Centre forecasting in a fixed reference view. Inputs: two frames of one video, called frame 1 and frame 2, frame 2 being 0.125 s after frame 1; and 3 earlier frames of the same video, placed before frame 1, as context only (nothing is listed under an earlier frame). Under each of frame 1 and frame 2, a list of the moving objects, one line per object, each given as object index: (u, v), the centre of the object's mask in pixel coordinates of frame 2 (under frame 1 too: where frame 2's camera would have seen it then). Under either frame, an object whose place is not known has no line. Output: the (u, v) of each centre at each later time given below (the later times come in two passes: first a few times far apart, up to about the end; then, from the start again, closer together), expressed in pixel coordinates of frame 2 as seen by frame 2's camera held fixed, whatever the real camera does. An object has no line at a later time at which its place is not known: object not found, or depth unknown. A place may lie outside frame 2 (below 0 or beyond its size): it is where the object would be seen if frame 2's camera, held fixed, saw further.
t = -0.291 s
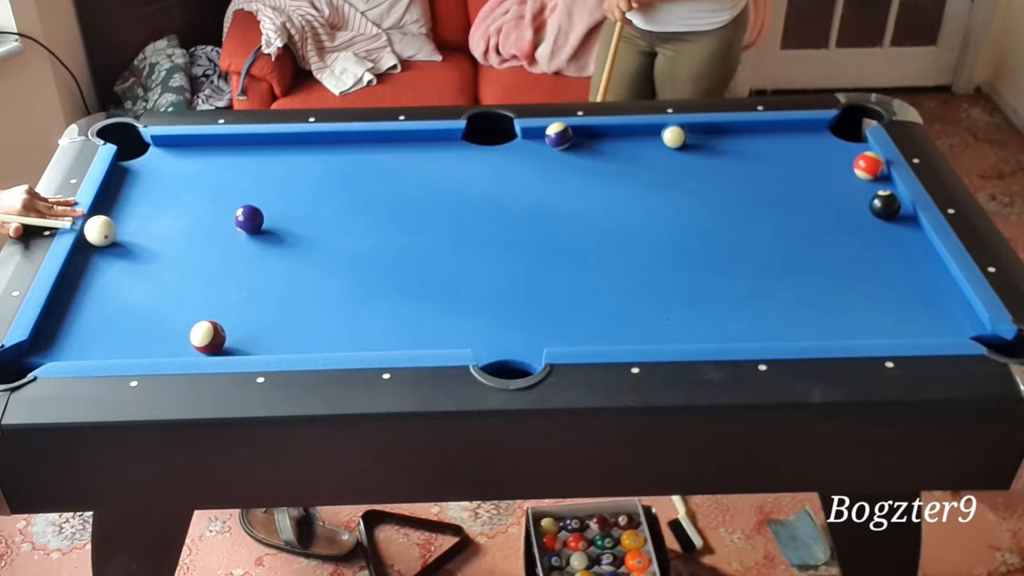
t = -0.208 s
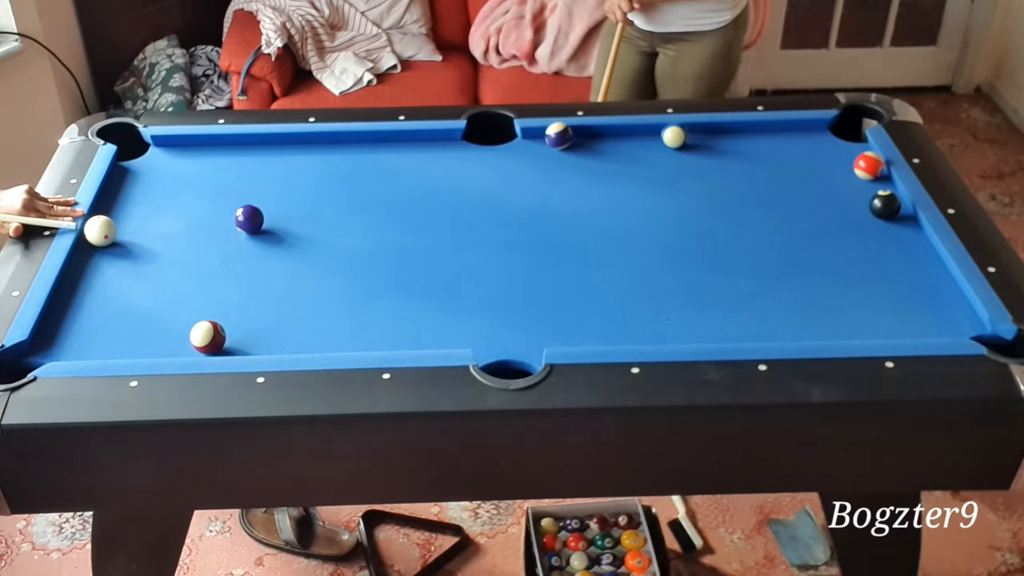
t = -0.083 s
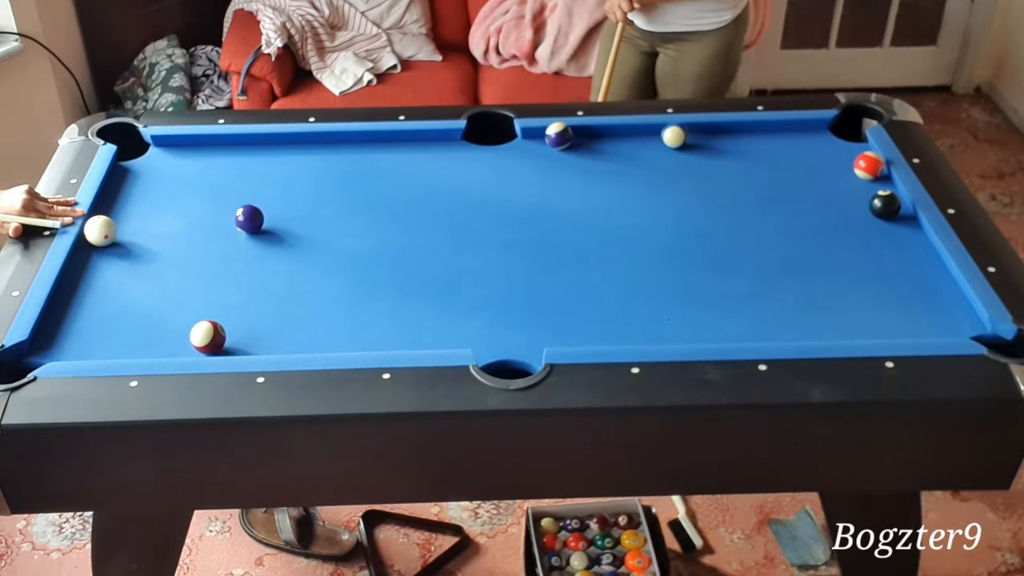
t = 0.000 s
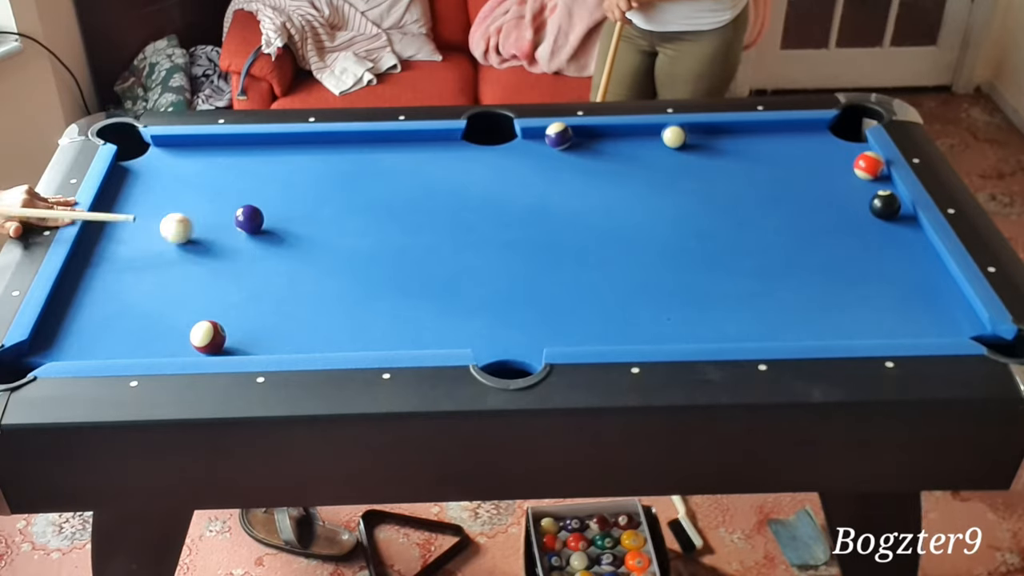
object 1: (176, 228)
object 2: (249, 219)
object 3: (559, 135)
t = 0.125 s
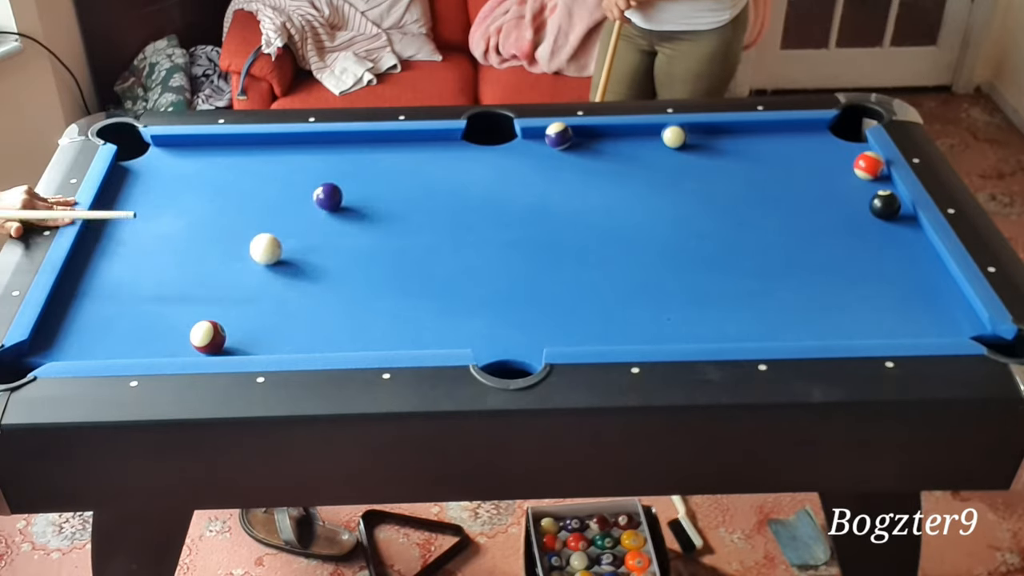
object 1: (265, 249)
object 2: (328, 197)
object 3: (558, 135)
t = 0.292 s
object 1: (355, 284)
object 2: (440, 166)
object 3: (559, 135)
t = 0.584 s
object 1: (499, 338)
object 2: (543, 140)
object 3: (601, 134)
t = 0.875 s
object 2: (548, 143)
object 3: (651, 133)
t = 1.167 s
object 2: (548, 143)
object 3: (654, 132)
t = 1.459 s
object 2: (548, 143)
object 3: (654, 132)
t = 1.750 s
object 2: (548, 143)
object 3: (654, 132)
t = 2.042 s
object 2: (548, 143)
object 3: (654, 132)
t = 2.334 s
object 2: (548, 143)
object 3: (653, 132)
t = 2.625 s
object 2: (548, 143)
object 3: (654, 132)
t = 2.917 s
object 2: (548, 143)
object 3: (654, 132)
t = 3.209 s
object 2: (548, 143)
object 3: (653, 132)
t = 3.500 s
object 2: (548, 143)
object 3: (654, 132)
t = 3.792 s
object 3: (654, 132)
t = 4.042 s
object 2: (548, 143)
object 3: (653, 132)
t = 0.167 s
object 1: (290, 258)
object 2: (360, 188)
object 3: (559, 135)
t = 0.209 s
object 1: (311, 267)
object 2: (387, 180)
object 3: (559, 135)
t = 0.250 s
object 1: (335, 276)
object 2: (415, 172)
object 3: (559, 135)
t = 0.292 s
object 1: (355, 284)
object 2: (440, 166)
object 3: (559, 135)
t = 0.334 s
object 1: (378, 293)
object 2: (467, 158)
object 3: (559, 135)
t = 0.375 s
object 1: (398, 300)
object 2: (488, 151)
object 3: (559, 135)
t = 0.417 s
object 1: (420, 308)
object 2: (512, 145)
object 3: (558, 136)
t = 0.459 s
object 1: (439, 316)
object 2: (532, 139)
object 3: (559, 135)
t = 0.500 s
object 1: (460, 324)
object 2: (536, 136)
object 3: (575, 133)
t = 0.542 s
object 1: (479, 330)
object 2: (539, 138)
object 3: (588, 134)
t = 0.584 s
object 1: (499, 338)
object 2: (543, 140)
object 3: (601, 134)
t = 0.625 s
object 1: (516, 345)
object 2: (545, 141)
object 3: (613, 134)
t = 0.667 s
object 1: (521, 359)
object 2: (547, 142)
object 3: (625, 134)
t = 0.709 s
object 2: (548, 143)
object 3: (635, 134)
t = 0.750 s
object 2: (548, 143)
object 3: (645, 134)
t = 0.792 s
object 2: (548, 143)
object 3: (649, 134)
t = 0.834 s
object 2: (548, 143)
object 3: (650, 134)
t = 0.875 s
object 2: (548, 143)
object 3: (651, 133)
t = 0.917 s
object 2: (548, 143)
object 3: (652, 133)
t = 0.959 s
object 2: (548, 143)
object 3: (653, 132)
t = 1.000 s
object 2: (548, 143)
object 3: (654, 132)
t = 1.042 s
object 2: (548, 143)
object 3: (654, 132)
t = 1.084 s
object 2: (548, 143)
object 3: (654, 132)
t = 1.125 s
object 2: (548, 143)
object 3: (654, 132)
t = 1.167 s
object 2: (548, 143)
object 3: (654, 132)
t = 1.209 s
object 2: (548, 143)
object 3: (654, 132)
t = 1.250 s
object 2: (548, 143)
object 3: (654, 132)
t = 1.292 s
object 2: (548, 143)
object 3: (654, 132)
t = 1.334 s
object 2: (548, 143)
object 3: (654, 132)
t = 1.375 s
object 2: (548, 143)
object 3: (654, 132)
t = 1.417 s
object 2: (548, 143)
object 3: (654, 132)
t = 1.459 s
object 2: (548, 143)
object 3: (654, 132)
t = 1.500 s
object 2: (548, 143)
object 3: (654, 132)
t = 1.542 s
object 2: (548, 143)
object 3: (654, 132)
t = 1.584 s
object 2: (548, 143)
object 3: (654, 132)
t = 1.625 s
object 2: (548, 143)
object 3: (654, 132)
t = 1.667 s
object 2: (548, 143)
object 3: (654, 132)
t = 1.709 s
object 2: (548, 143)
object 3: (654, 132)
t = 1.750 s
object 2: (548, 143)
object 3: (654, 132)
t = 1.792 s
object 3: (653, 132)
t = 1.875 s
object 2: (548, 143)
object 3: (644, 130)
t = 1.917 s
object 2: (548, 143)
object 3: (654, 132)
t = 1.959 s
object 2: (548, 143)
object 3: (654, 132)
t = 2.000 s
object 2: (548, 143)
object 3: (654, 132)
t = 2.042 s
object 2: (548, 143)
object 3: (654, 132)
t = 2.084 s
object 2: (548, 143)
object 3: (654, 132)
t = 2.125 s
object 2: (548, 143)
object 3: (654, 132)
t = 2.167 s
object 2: (548, 143)
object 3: (654, 132)
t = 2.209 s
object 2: (548, 143)
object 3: (654, 132)
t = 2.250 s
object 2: (548, 143)
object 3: (654, 132)
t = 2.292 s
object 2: (548, 143)
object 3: (653, 132)
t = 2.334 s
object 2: (548, 143)
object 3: (653, 132)
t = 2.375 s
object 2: (548, 143)
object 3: (654, 132)
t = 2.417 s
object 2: (548, 143)
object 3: (653, 132)
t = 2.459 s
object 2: (548, 143)
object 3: (653, 132)
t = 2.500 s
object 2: (548, 143)
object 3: (654, 132)
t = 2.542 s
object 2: (548, 143)
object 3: (654, 132)
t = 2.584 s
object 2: (548, 143)
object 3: (654, 132)
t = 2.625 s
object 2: (548, 143)
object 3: (654, 132)
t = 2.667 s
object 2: (548, 143)
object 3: (654, 132)
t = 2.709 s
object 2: (548, 143)
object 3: (654, 132)
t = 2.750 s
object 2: (548, 143)
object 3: (654, 132)
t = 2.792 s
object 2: (548, 143)
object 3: (654, 132)
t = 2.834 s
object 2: (548, 143)
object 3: (653, 132)
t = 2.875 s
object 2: (548, 143)
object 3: (653, 132)
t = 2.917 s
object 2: (548, 143)
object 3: (654, 132)
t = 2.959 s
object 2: (548, 143)
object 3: (654, 132)
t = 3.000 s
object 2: (548, 143)
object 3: (654, 132)
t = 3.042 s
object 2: (548, 143)
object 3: (654, 132)
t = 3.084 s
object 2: (548, 143)
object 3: (654, 132)
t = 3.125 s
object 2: (548, 143)
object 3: (654, 132)
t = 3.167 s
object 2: (548, 143)
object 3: (654, 132)
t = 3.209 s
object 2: (548, 143)
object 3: (653, 132)
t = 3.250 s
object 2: (548, 143)
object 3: (654, 132)
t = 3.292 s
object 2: (548, 143)
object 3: (654, 132)
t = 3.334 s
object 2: (548, 143)
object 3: (653, 132)
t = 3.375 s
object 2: (548, 143)
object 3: (654, 132)
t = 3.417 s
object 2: (548, 143)
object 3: (653, 132)
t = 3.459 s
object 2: (548, 143)
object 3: (654, 132)
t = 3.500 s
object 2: (548, 143)
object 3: (654, 132)
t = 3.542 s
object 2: (548, 143)
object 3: (654, 132)
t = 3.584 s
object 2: (548, 143)
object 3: (645, 127)
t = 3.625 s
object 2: (548, 143)
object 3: (654, 132)
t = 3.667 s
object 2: (548, 143)
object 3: (653, 133)
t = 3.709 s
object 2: (548, 143)
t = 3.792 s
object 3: (654, 132)
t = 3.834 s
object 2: (548, 143)
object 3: (654, 132)
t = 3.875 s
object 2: (548, 143)
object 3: (653, 132)
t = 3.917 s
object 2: (548, 143)
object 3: (653, 132)
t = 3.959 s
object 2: (548, 143)
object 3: (654, 132)
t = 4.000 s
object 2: (548, 143)
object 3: (653, 132)
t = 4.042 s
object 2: (548, 143)
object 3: (653, 132)
